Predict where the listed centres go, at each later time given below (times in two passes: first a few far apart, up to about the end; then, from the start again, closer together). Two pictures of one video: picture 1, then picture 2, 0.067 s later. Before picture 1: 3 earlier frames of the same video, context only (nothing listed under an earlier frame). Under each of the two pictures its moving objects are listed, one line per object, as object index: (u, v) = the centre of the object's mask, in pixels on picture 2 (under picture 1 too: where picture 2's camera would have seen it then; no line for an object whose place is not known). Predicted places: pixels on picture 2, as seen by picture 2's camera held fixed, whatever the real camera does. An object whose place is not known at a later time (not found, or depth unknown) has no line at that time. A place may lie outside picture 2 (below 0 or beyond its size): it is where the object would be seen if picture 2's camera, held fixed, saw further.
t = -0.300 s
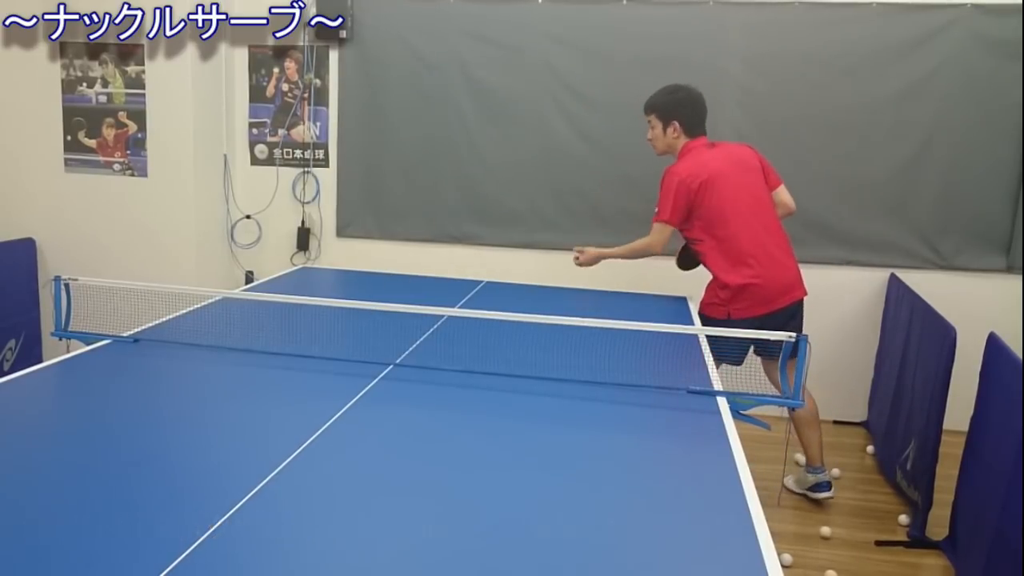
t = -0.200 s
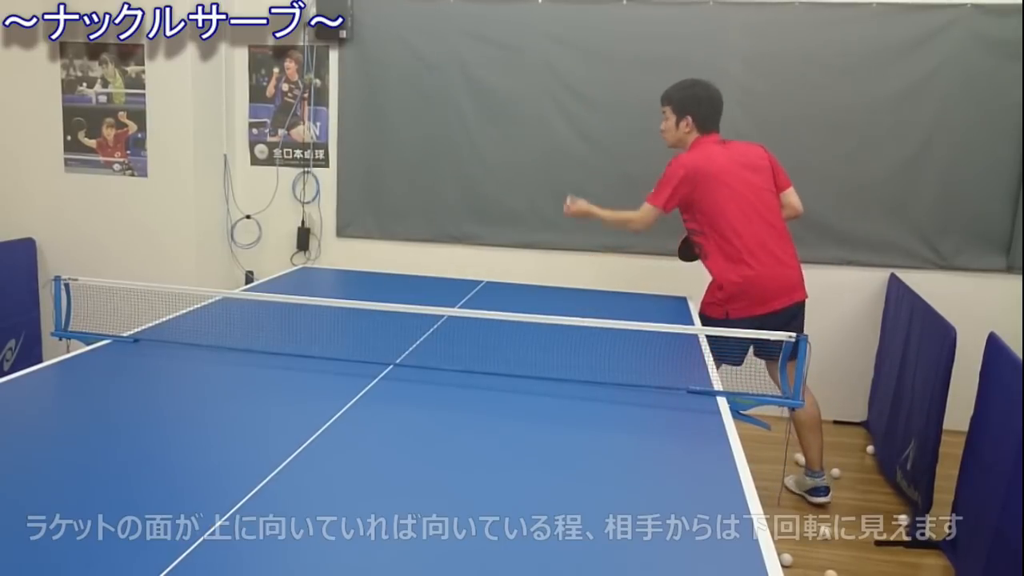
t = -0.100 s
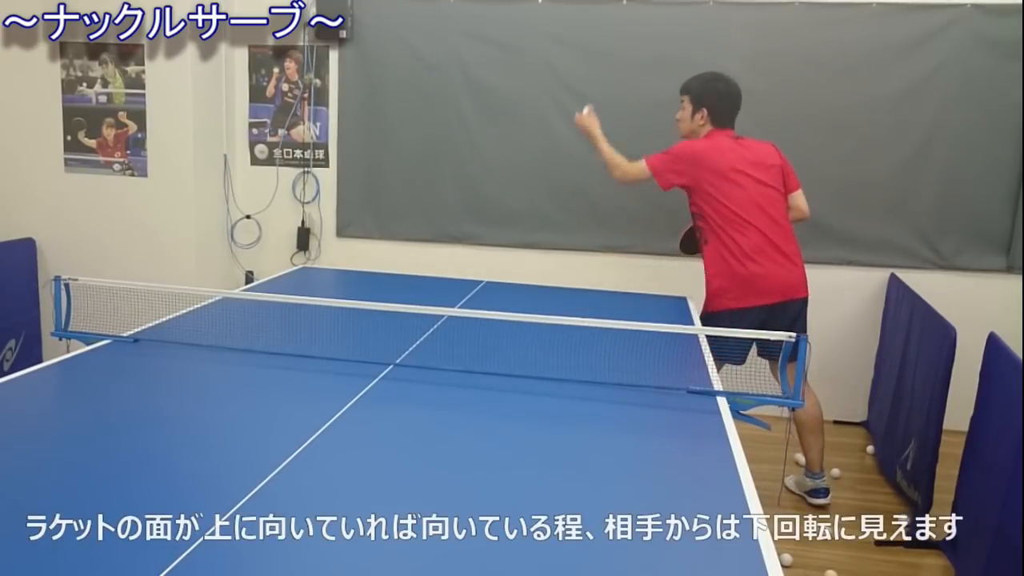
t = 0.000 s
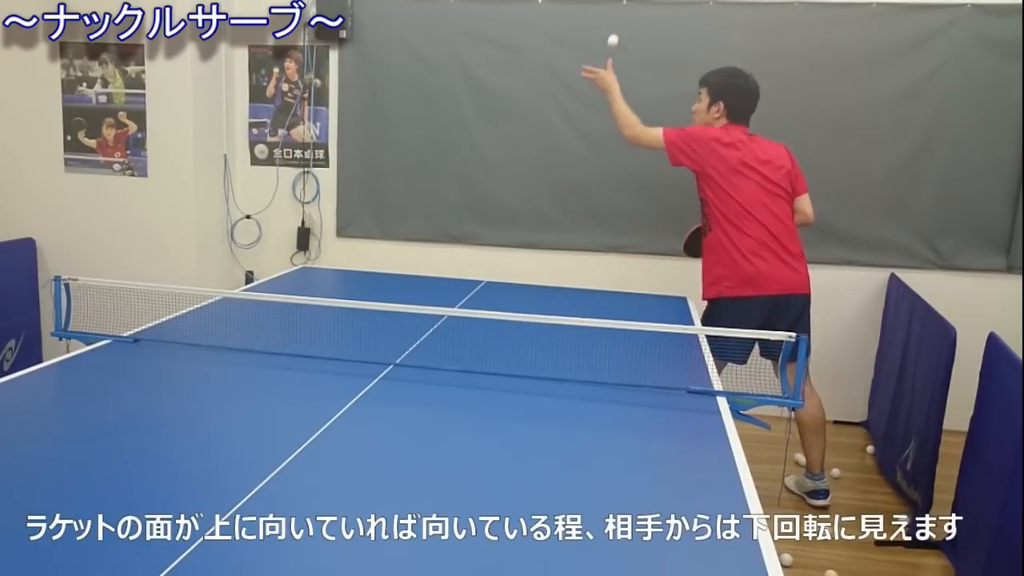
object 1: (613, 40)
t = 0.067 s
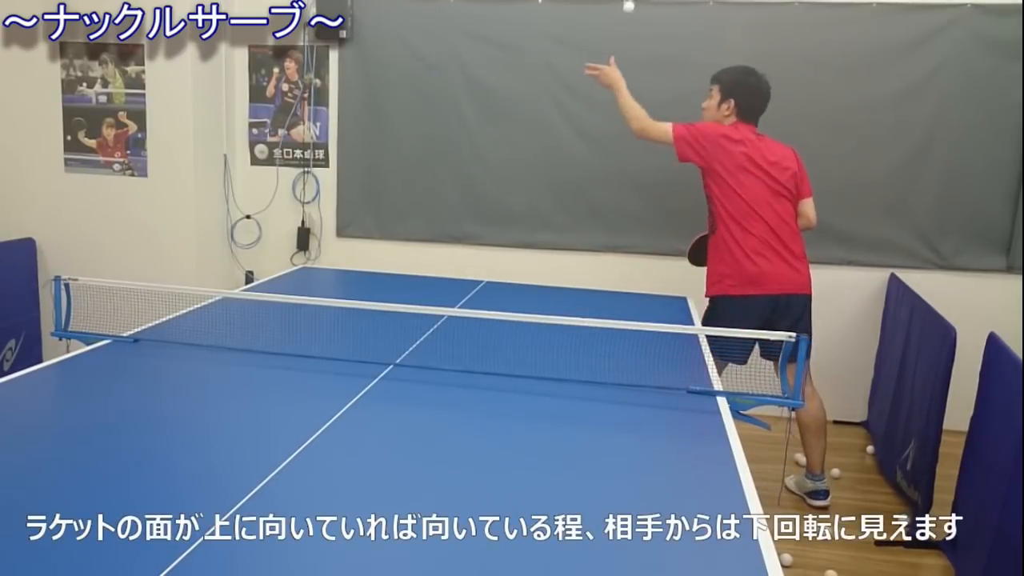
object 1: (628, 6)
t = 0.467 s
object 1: (700, 51)
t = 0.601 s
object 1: (713, 152)
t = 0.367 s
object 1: (687, 3)
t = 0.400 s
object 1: (691, 15)
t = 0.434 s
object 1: (696, 32)
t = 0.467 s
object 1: (700, 51)
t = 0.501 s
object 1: (704, 73)
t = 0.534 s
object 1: (708, 97)
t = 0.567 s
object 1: (710, 123)
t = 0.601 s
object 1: (713, 152)
